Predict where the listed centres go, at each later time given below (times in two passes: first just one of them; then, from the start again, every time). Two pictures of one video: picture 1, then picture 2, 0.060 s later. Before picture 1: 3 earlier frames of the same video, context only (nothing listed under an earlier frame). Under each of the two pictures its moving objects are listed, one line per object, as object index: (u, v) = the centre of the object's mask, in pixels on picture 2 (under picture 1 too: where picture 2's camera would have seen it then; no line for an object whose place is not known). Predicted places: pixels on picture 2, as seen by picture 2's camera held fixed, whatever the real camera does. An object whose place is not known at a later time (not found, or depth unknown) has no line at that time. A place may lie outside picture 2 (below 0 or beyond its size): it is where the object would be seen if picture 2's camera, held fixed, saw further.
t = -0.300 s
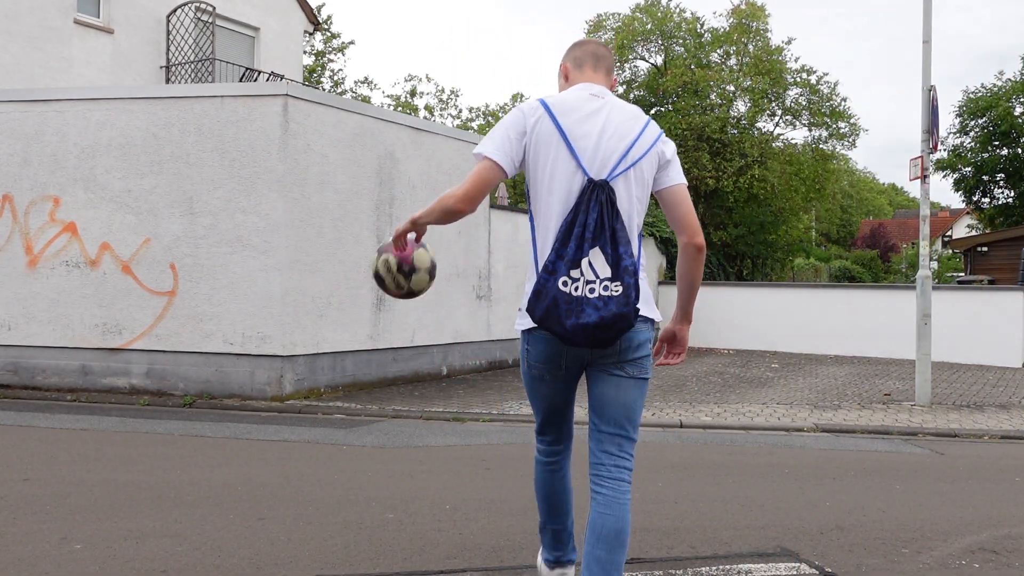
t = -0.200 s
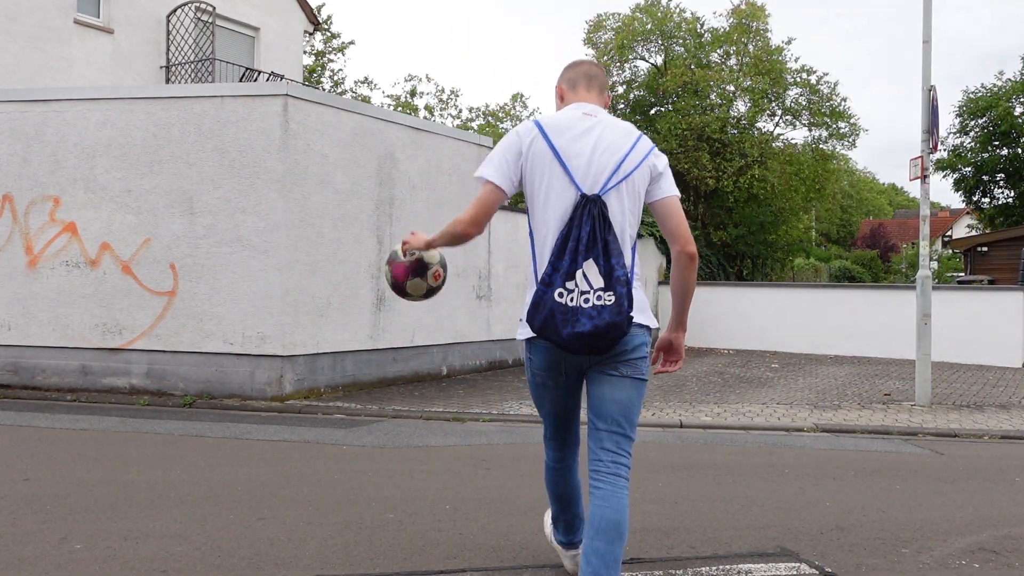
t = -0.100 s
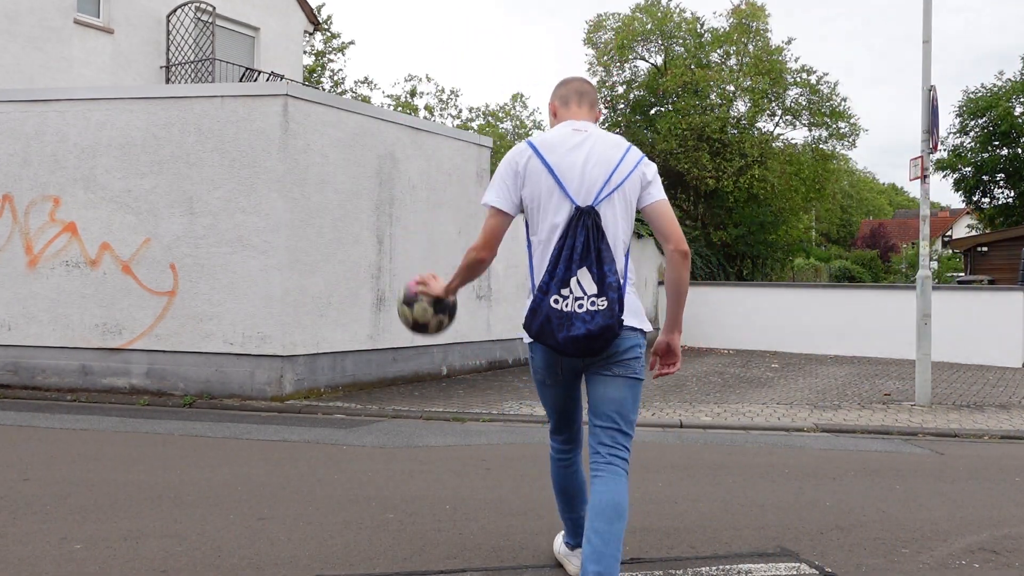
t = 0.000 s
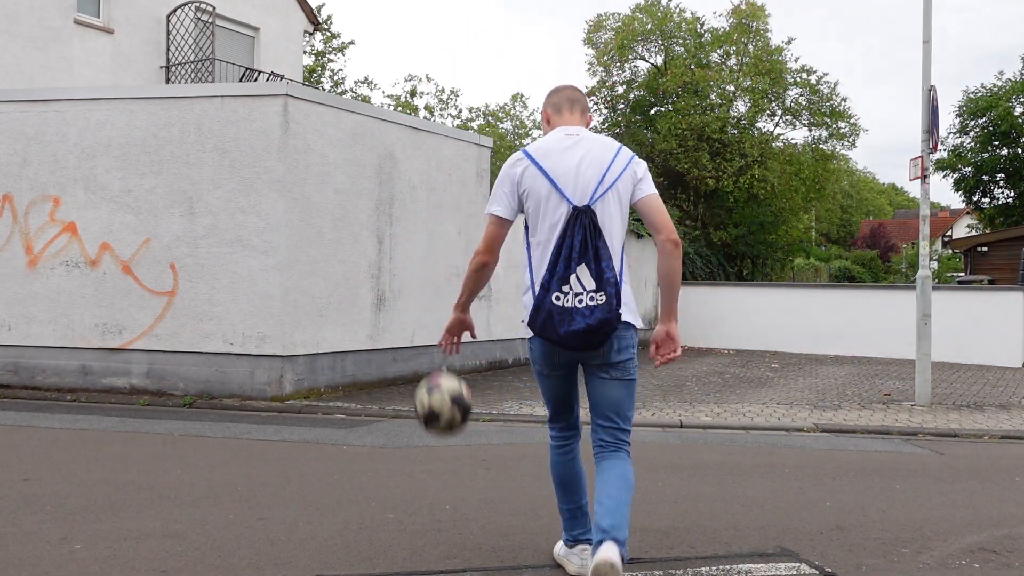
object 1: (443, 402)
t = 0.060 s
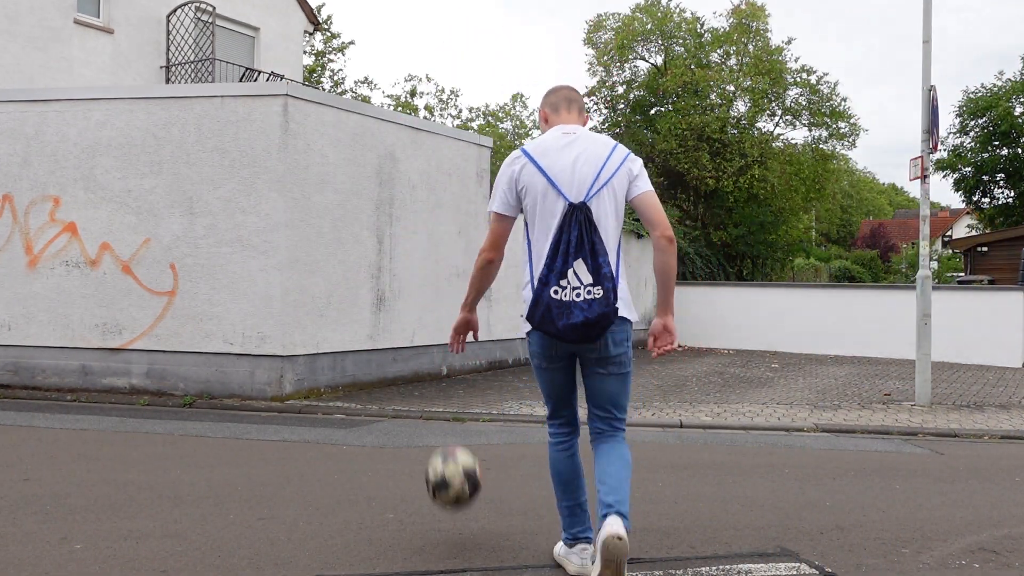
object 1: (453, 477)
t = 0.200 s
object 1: (477, 416)
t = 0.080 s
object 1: (456, 503)
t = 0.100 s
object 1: (460, 513)
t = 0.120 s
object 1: (464, 490)
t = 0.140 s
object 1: (467, 470)
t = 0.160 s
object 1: (471, 450)
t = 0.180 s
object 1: (474, 433)
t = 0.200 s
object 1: (477, 416)
